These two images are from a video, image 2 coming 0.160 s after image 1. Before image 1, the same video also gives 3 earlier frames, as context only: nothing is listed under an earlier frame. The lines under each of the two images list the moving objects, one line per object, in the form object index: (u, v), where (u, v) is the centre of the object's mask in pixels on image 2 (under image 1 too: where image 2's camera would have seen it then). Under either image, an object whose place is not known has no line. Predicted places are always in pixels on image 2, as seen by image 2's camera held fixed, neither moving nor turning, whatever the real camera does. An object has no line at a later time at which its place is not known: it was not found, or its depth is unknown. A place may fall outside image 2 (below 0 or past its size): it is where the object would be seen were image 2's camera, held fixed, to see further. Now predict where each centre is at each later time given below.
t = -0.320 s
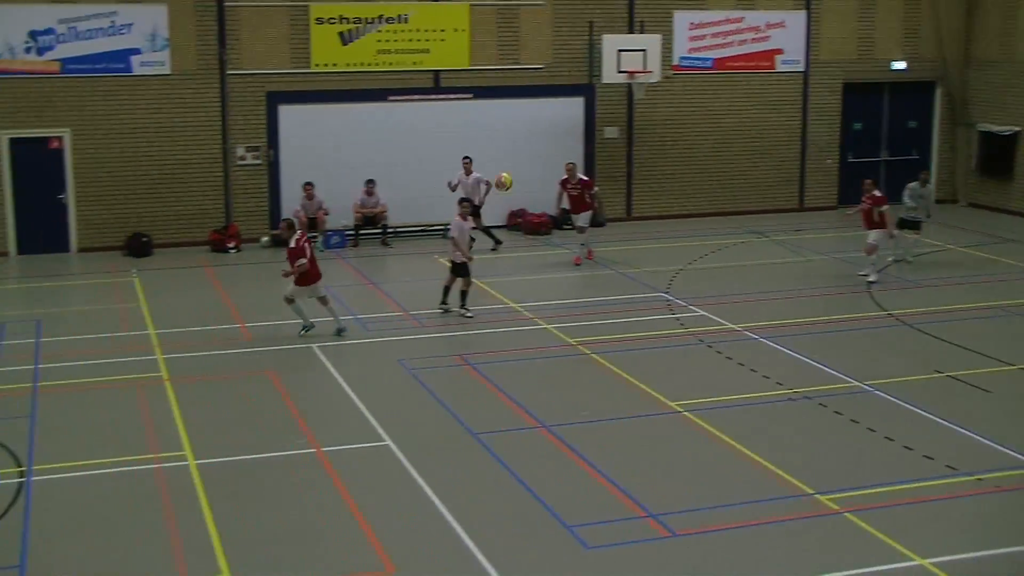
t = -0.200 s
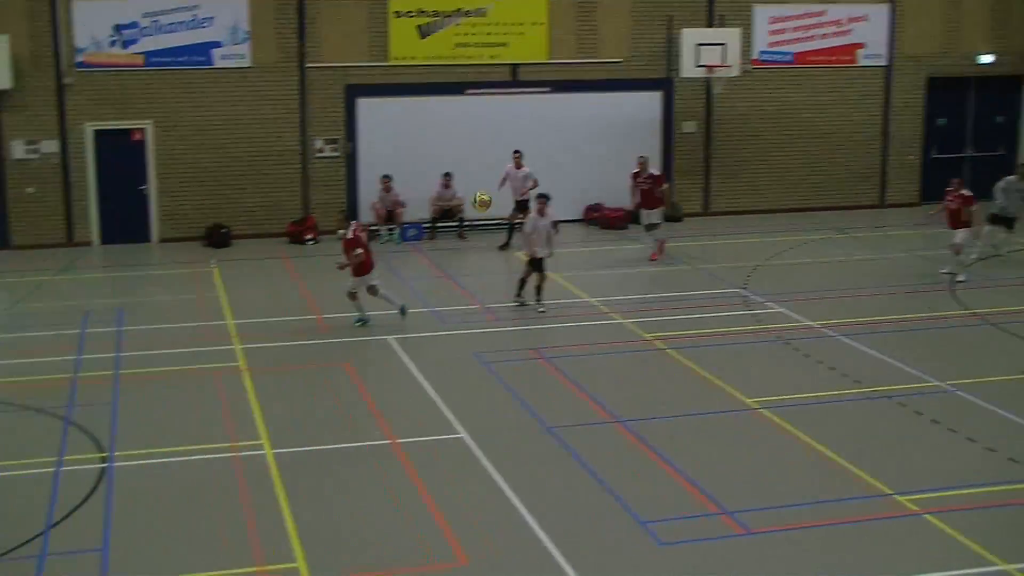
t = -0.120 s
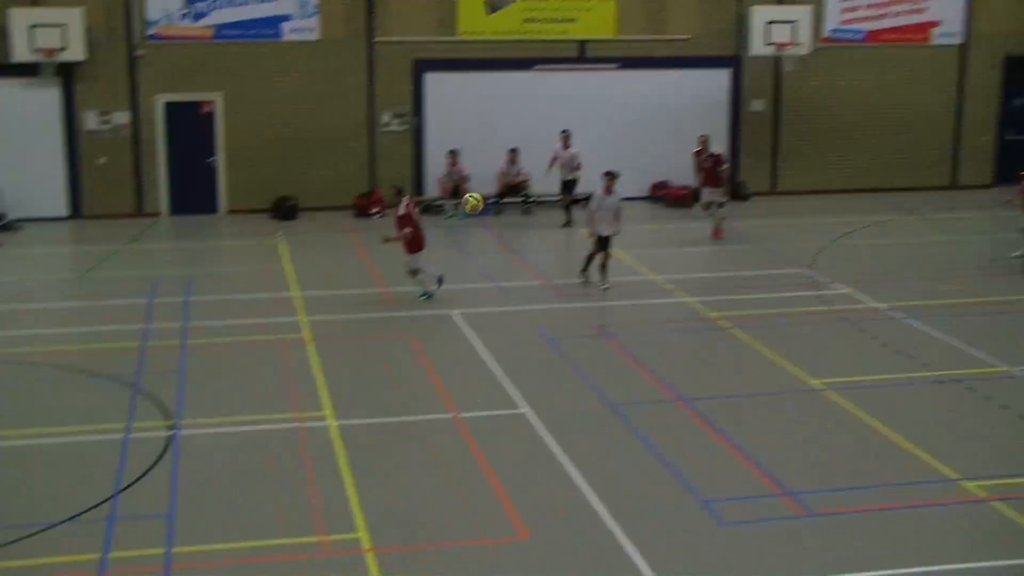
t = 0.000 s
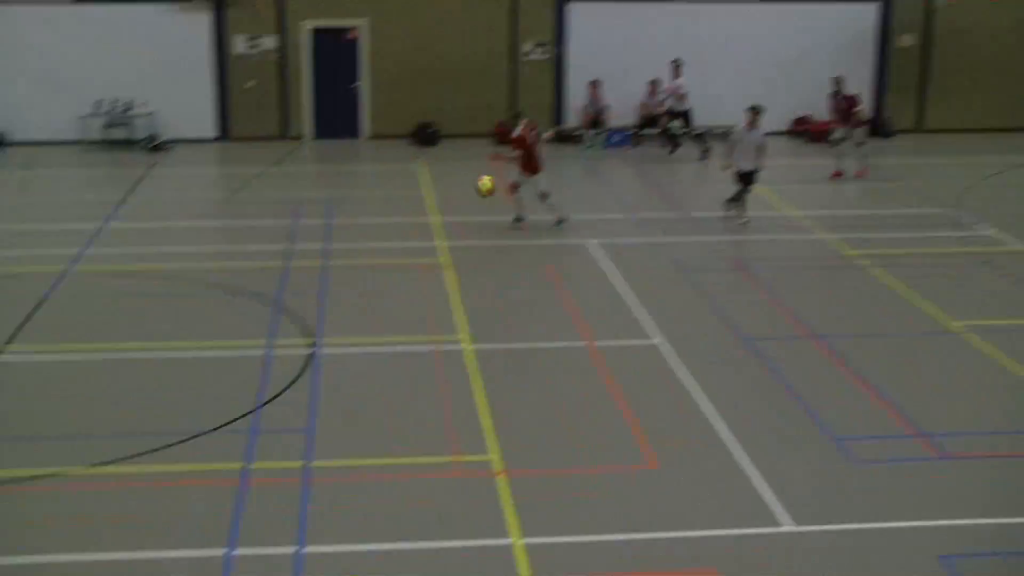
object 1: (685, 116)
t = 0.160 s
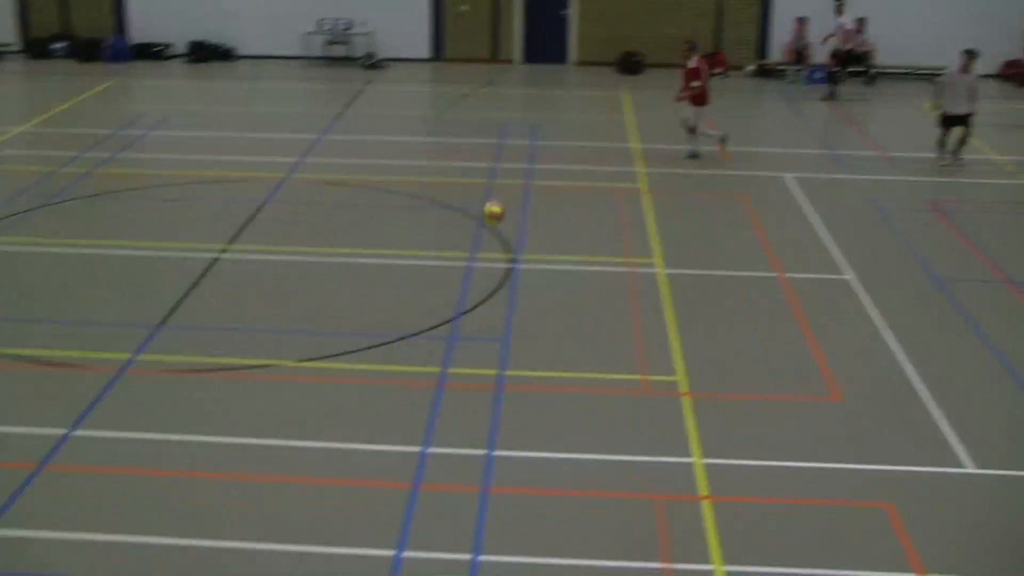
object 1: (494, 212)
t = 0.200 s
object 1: (440, 244)
